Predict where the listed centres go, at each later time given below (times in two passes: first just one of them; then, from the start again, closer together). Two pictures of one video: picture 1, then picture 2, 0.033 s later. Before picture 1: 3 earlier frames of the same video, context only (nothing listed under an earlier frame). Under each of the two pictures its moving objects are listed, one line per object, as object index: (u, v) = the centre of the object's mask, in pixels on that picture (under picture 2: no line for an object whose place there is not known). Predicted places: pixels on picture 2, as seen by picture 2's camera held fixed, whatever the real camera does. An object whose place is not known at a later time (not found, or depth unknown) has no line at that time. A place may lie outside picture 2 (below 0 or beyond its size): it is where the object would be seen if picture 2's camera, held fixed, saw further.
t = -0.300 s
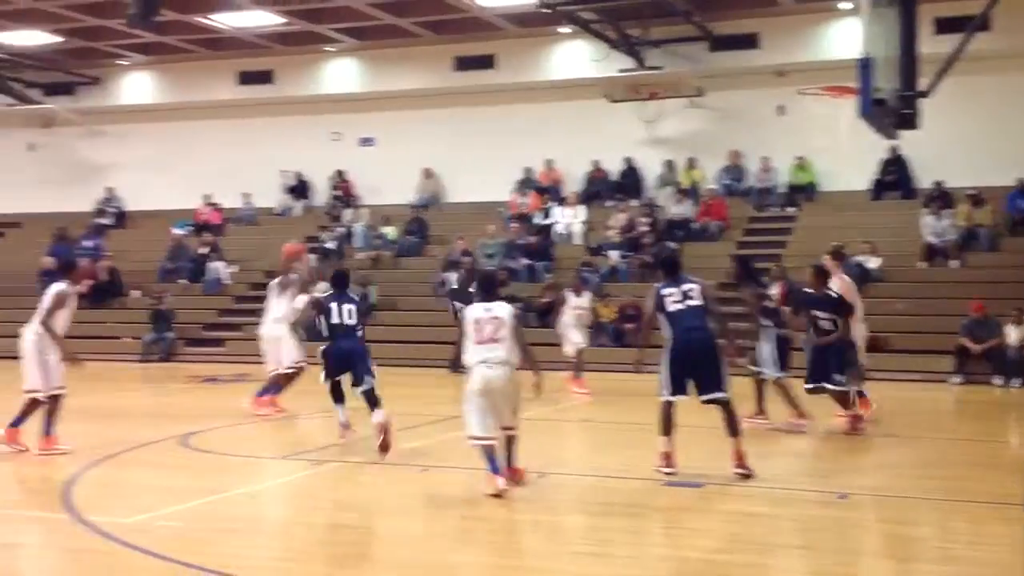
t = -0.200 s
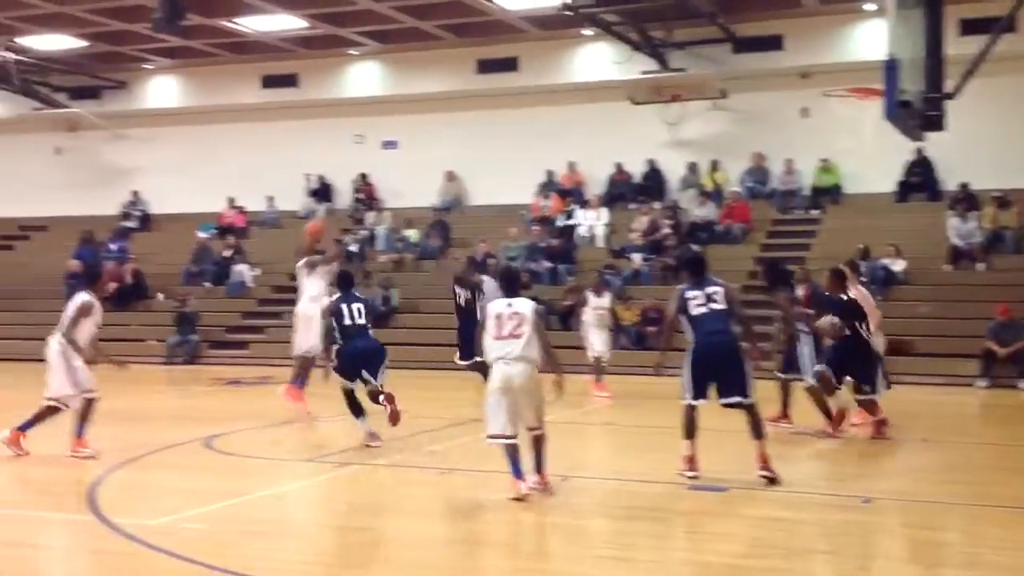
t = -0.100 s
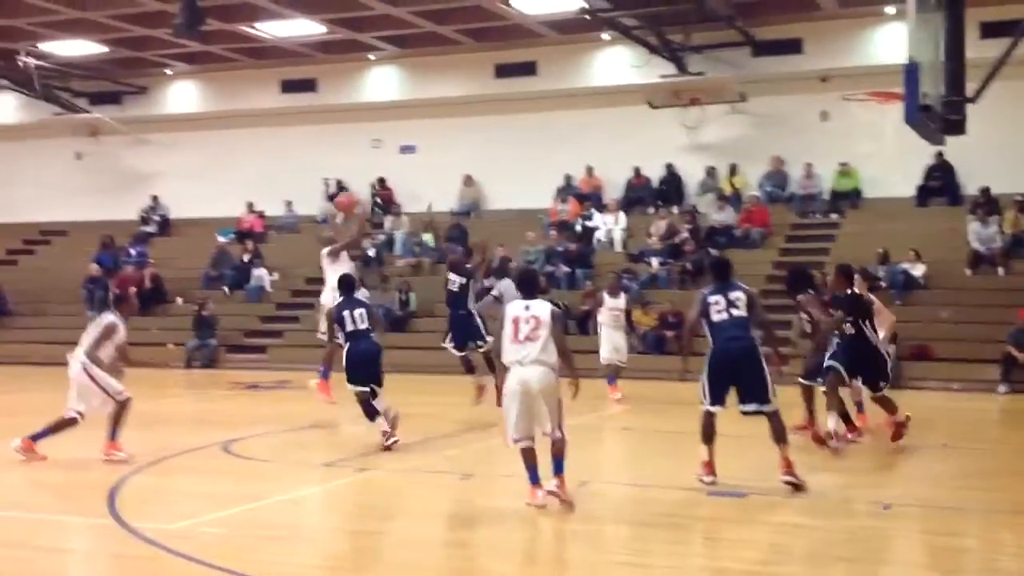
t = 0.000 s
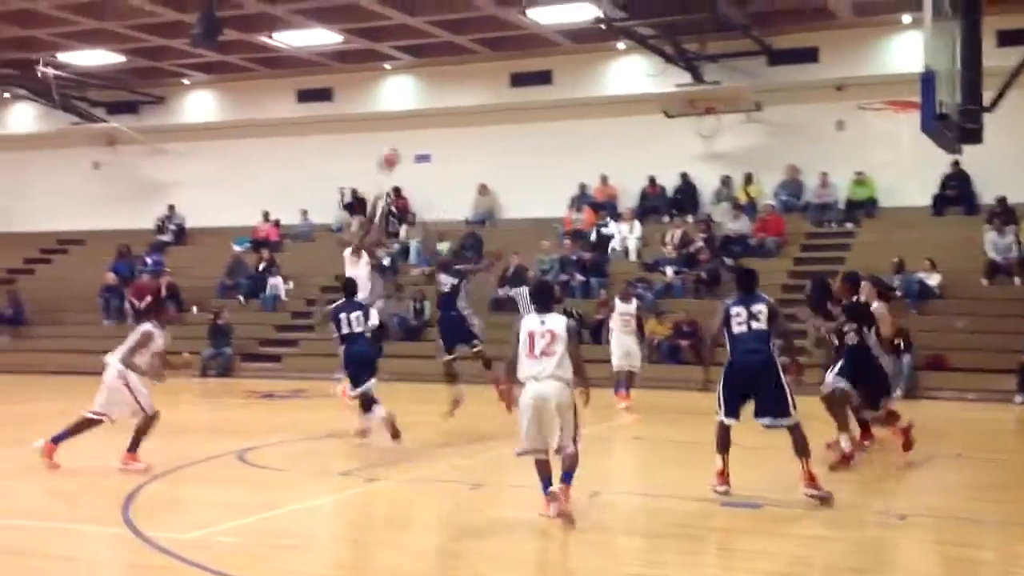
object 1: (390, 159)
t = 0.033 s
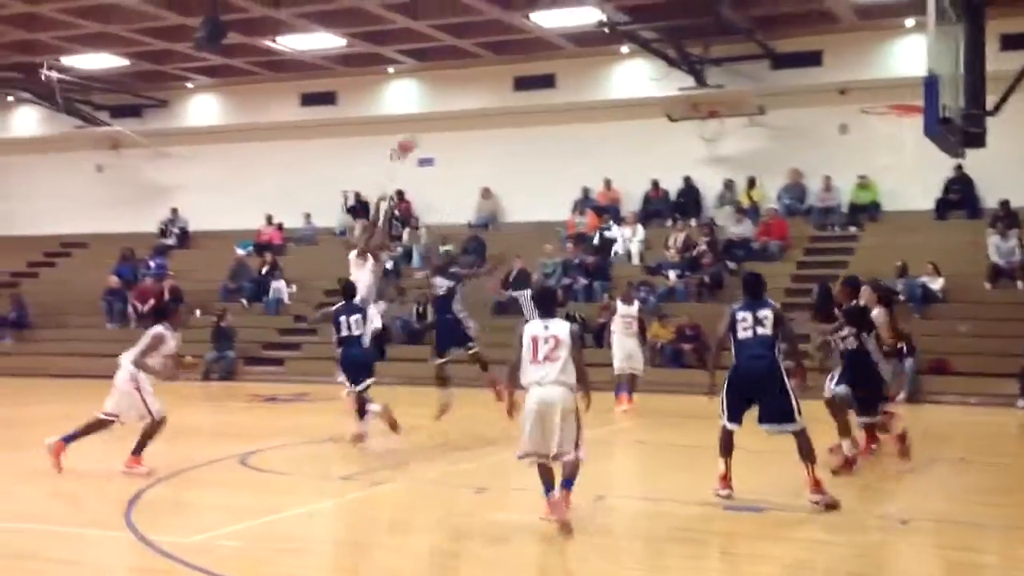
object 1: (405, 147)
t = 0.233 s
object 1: (478, 52)
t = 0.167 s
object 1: (453, 81)
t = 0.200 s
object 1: (466, 66)
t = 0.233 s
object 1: (478, 52)
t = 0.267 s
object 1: (492, 39)
